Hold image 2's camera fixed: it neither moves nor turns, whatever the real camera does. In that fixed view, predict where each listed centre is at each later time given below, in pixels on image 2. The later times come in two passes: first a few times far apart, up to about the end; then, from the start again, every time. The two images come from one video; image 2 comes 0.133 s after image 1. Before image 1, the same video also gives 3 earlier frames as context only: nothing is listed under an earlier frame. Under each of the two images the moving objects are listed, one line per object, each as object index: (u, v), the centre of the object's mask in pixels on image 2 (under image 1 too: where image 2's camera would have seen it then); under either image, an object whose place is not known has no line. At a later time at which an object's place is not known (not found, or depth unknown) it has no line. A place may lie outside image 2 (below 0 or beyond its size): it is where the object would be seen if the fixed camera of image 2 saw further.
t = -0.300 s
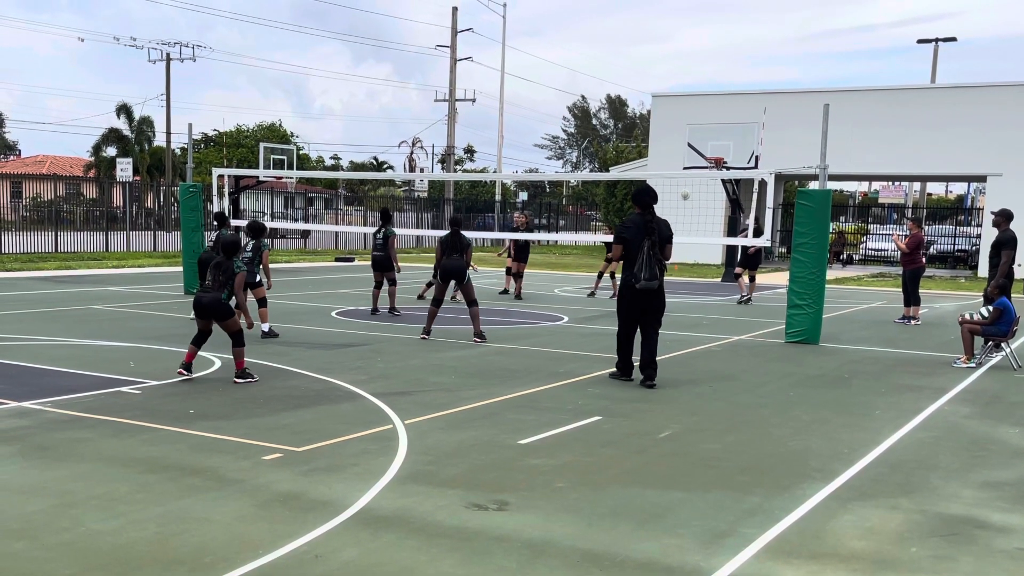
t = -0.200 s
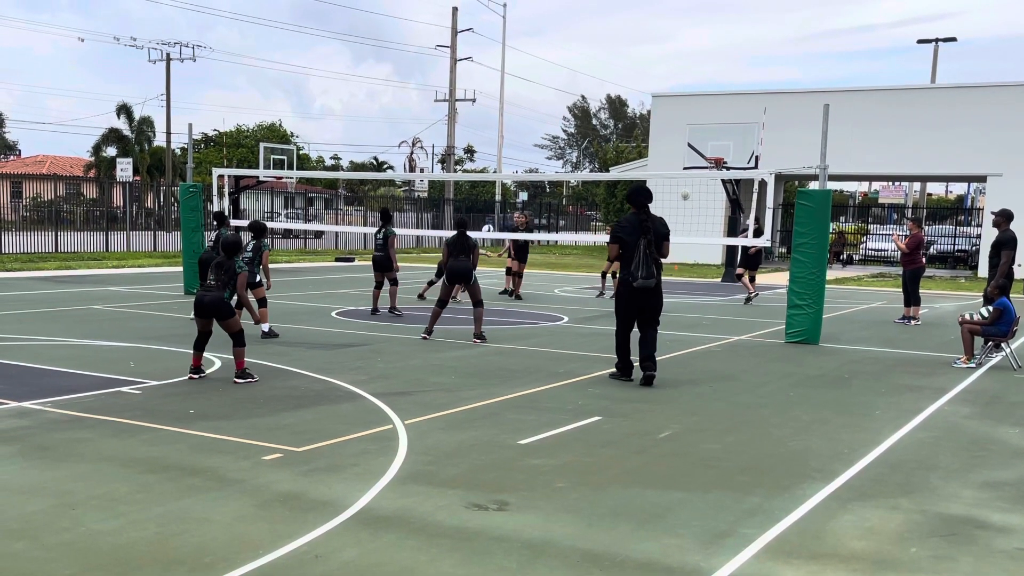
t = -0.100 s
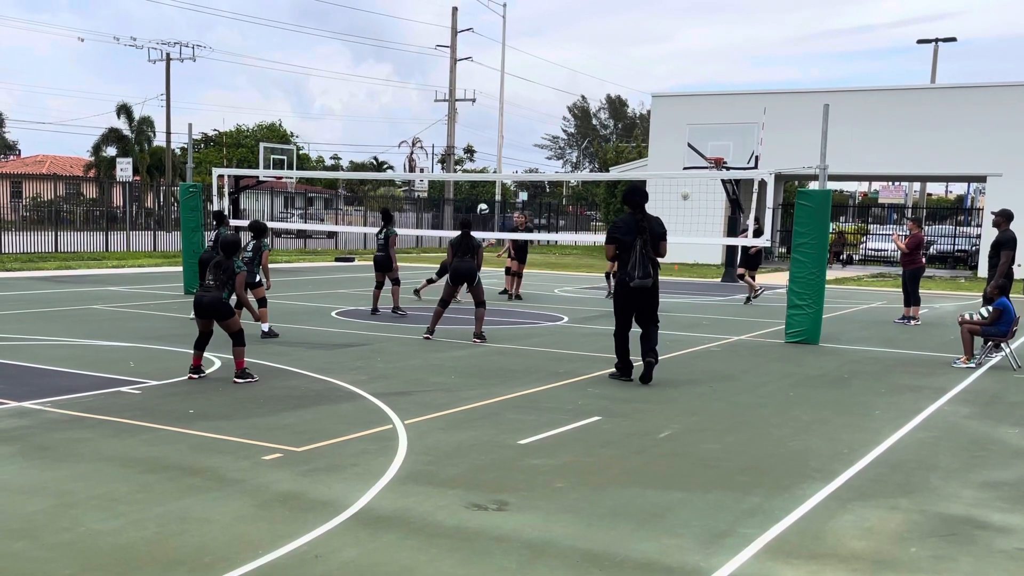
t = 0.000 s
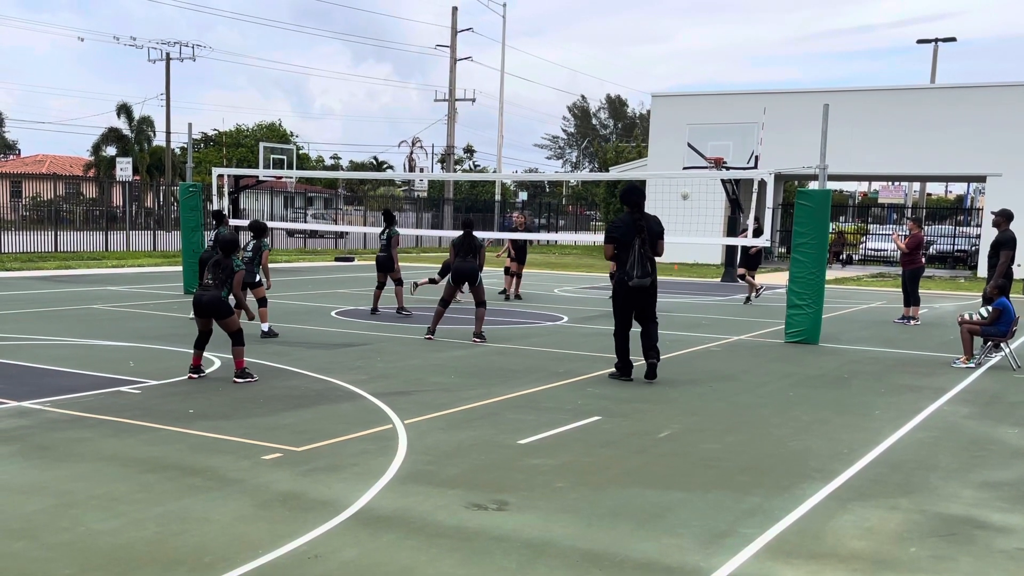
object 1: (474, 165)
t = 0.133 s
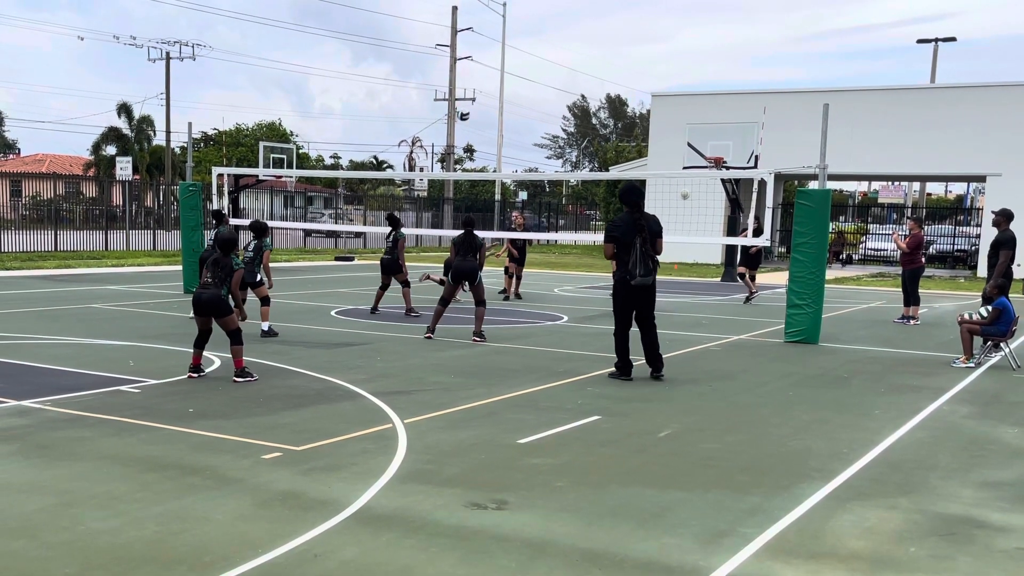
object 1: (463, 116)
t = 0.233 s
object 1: (454, 82)
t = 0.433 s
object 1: (434, 37)
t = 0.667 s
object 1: (411, 18)
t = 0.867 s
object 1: (391, 36)
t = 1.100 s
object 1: (368, 103)
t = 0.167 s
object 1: (460, 103)
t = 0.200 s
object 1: (457, 92)
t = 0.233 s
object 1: (454, 82)
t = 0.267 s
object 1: (451, 74)
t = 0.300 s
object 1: (448, 65)
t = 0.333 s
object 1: (444, 57)
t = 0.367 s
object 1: (441, 50)
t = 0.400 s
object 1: (438, 43)
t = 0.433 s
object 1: (434, 37)
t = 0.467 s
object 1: (431, 32)
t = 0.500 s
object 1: (428, 28)
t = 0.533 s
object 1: (424, 24)
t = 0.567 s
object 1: (421, 22)
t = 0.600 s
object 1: (418, 20)
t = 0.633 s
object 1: (414, 18)
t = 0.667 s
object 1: (411, 18)
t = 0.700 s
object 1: (408, 19)
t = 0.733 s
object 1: (404, 21)
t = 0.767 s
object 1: (401, 23)
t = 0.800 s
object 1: (397, 27)
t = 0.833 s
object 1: (394, 31)
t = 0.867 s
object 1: (391, 36)
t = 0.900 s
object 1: (387, 42)
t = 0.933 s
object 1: (384, 50)
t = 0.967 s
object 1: (381, 59)
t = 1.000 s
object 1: (377, 68)
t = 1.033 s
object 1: (374, 79)
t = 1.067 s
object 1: (371, 91)
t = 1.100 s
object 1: (368, 103)
